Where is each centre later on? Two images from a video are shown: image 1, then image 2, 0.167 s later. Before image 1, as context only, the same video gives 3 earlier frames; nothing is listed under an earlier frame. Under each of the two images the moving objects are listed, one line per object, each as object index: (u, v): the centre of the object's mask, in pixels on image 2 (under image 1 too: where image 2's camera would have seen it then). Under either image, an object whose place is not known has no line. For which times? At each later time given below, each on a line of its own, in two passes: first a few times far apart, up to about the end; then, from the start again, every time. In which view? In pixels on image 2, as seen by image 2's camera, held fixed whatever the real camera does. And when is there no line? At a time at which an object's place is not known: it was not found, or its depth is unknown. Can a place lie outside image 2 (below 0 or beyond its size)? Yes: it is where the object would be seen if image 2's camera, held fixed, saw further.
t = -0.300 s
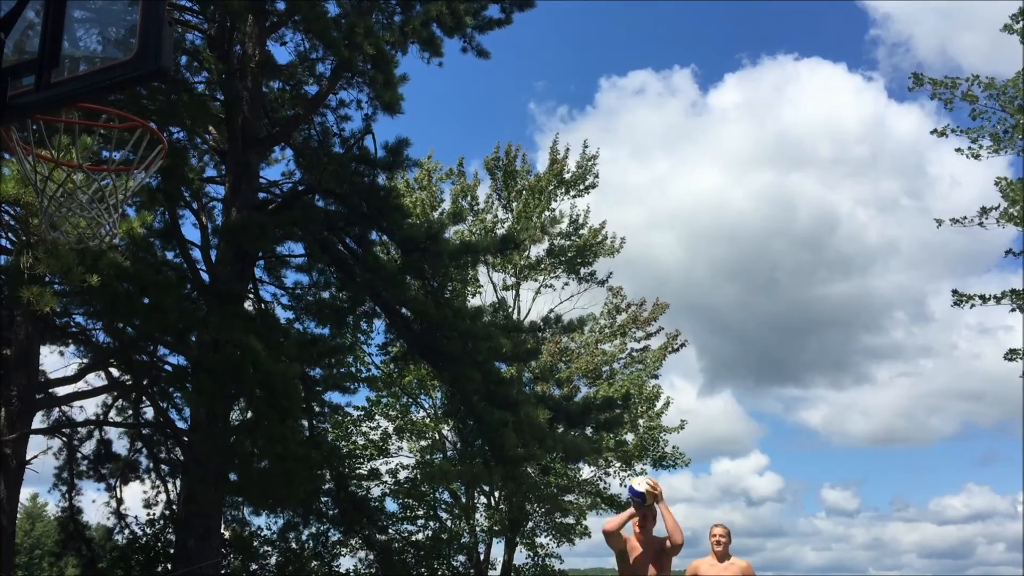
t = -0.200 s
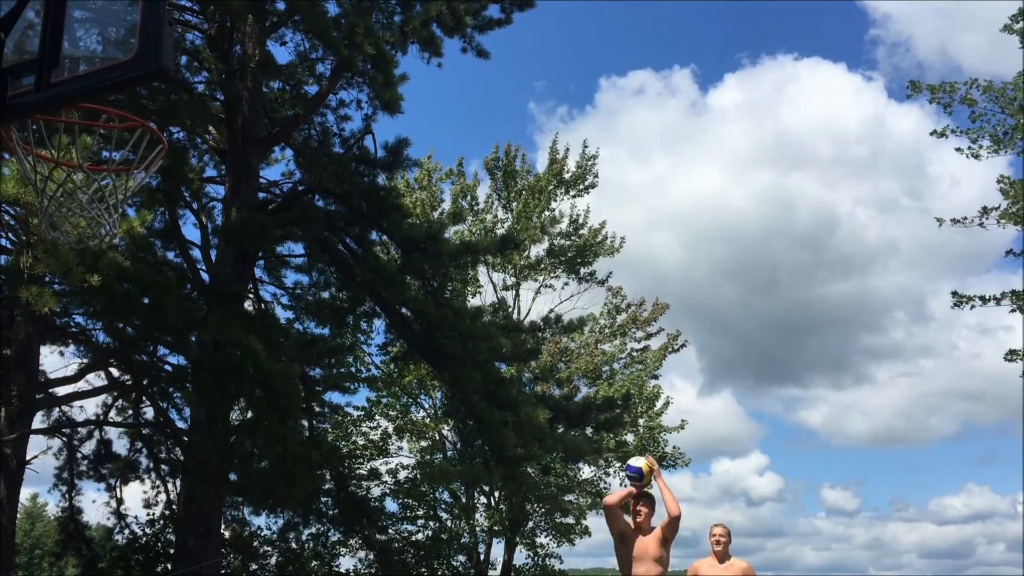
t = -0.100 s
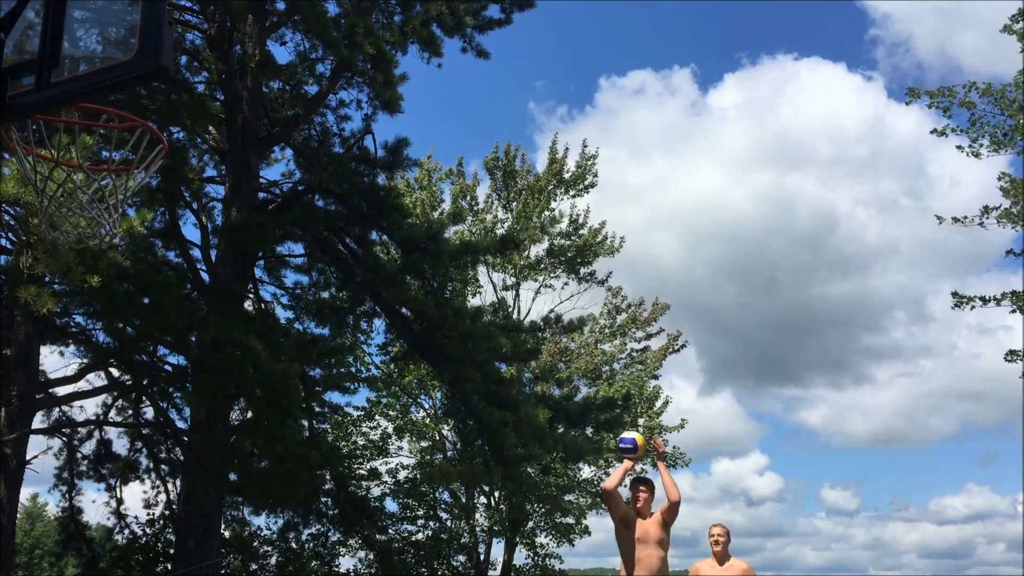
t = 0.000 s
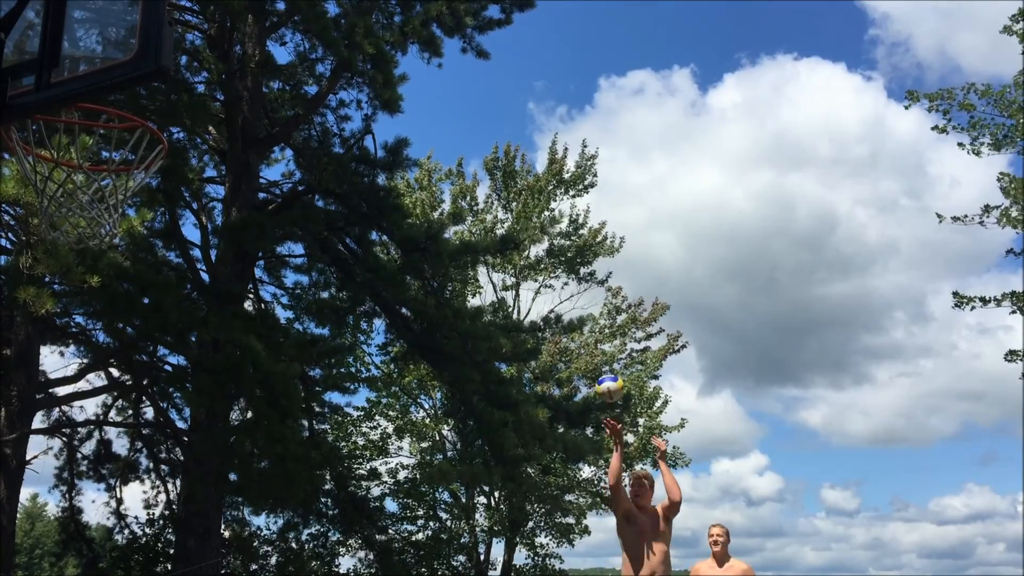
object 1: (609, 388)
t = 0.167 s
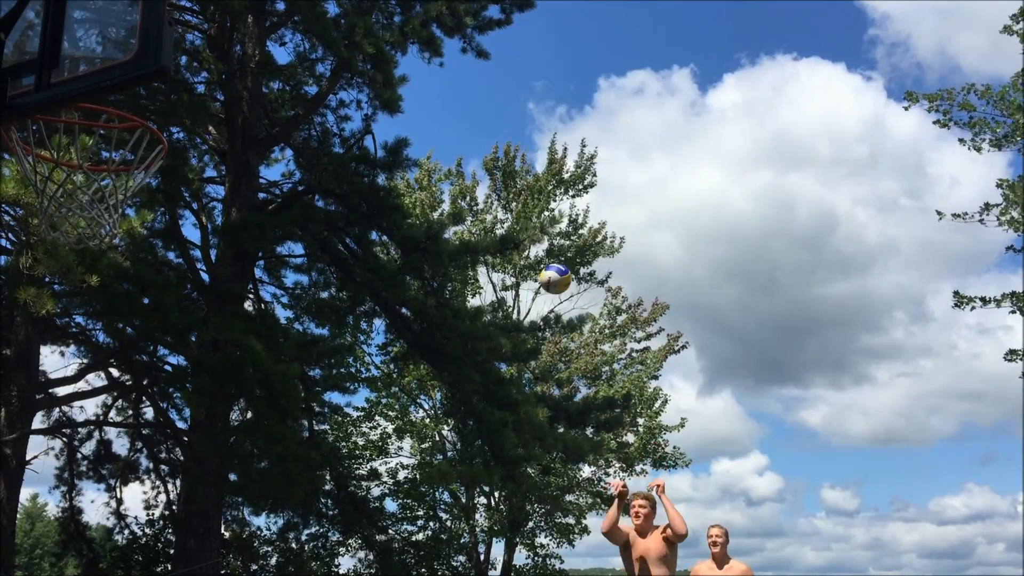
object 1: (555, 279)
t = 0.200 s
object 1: (543, 258)
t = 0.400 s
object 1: (462, 155)
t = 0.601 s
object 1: (348, 82)
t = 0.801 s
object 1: (177, 65)
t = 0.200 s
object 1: (543, 258)
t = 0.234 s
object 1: (531, 240)
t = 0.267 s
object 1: (518, 221)
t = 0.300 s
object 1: (505, 204)
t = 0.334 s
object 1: (492, 187)
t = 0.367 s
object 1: (477, 171)
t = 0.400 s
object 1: (462, 155)
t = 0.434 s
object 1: (445, 141)
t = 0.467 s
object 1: (428, 127)
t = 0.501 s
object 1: (410, 114)
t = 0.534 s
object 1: (390, 103)
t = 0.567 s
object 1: (370, 91)
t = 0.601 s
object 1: (348, 82)
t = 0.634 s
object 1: (324, 74)
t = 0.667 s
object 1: (296, 67)
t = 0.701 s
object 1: (268, 62)
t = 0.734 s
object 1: (236, 59)
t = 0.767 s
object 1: (201, 58)
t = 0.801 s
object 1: (177, 65)
